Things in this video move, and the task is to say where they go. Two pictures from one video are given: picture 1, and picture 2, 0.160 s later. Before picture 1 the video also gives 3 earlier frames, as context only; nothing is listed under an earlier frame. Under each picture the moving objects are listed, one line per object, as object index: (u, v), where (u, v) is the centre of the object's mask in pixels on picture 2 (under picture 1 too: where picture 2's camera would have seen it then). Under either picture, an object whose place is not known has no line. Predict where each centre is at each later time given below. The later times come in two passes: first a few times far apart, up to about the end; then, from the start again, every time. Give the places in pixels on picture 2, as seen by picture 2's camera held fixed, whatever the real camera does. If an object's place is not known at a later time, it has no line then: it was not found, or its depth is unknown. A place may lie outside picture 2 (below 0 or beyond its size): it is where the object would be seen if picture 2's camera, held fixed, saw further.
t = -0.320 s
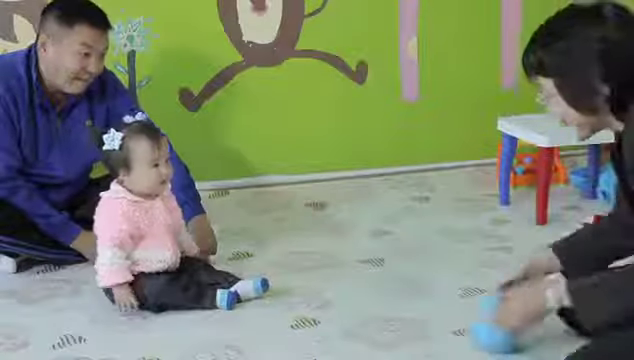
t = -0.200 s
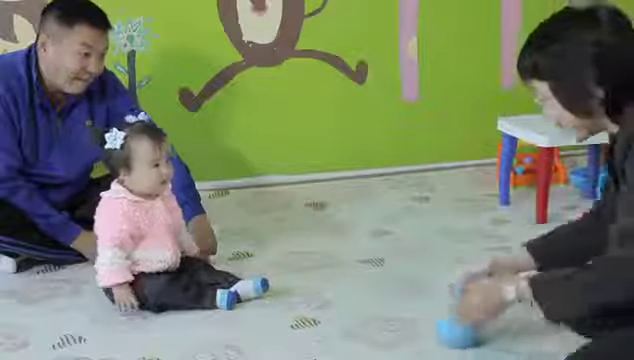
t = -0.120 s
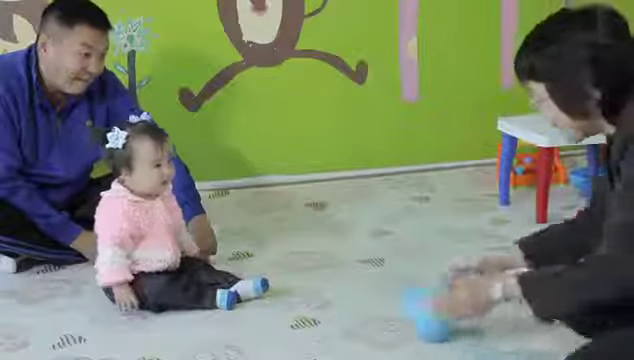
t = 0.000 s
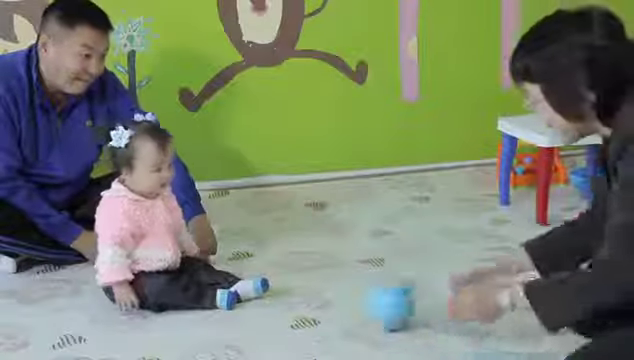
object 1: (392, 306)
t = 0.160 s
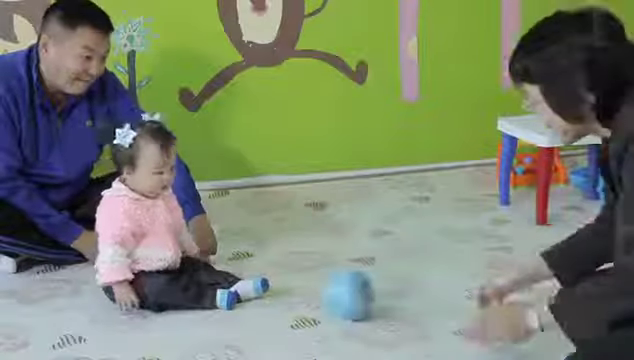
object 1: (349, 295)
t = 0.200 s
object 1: (341, 291)
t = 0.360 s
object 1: (308, 282)
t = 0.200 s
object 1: (341, 291)
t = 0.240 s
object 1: (336, 289)
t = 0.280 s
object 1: (329, 290)
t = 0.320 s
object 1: (313, 283)
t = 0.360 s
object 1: (308, 282)
